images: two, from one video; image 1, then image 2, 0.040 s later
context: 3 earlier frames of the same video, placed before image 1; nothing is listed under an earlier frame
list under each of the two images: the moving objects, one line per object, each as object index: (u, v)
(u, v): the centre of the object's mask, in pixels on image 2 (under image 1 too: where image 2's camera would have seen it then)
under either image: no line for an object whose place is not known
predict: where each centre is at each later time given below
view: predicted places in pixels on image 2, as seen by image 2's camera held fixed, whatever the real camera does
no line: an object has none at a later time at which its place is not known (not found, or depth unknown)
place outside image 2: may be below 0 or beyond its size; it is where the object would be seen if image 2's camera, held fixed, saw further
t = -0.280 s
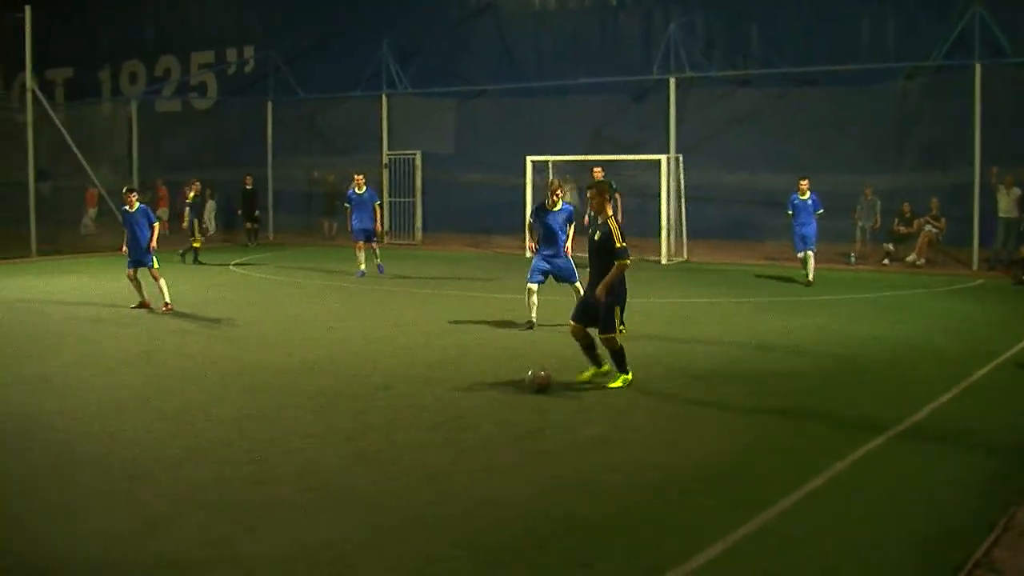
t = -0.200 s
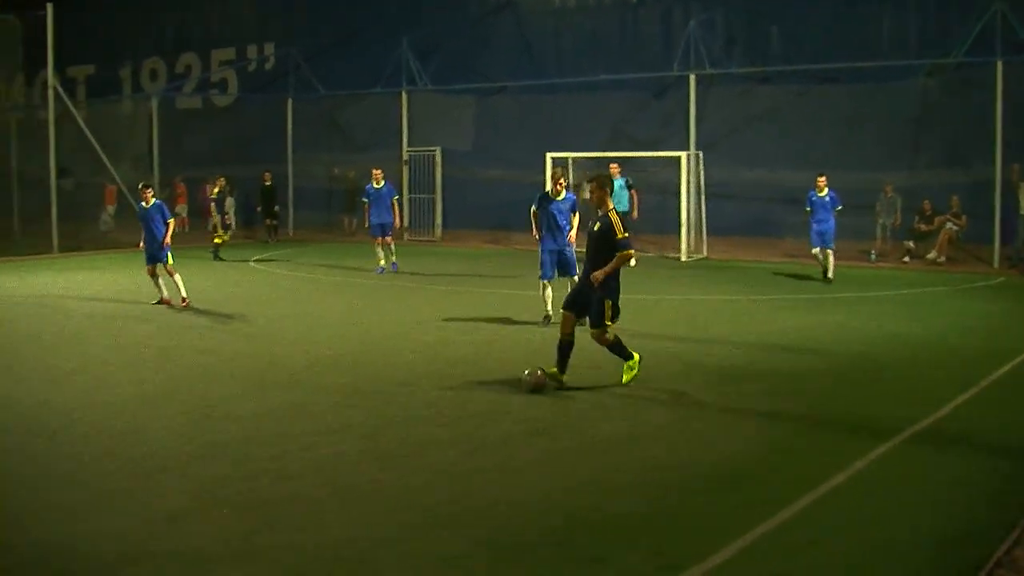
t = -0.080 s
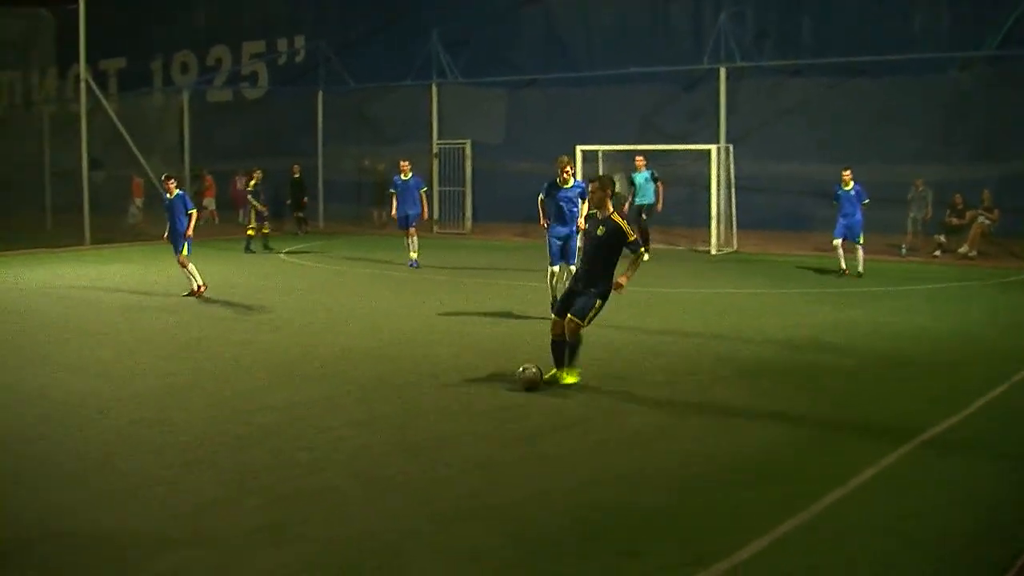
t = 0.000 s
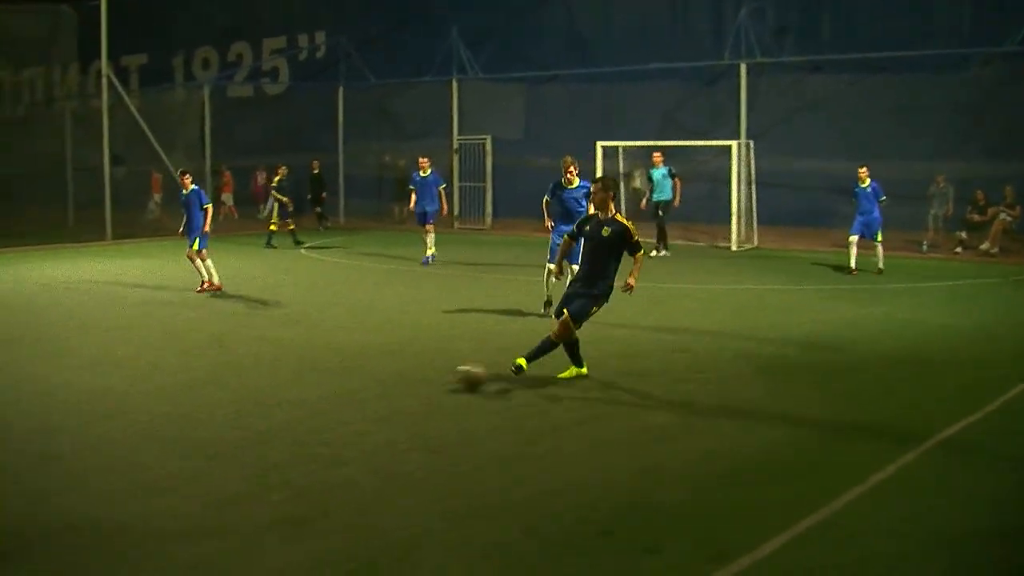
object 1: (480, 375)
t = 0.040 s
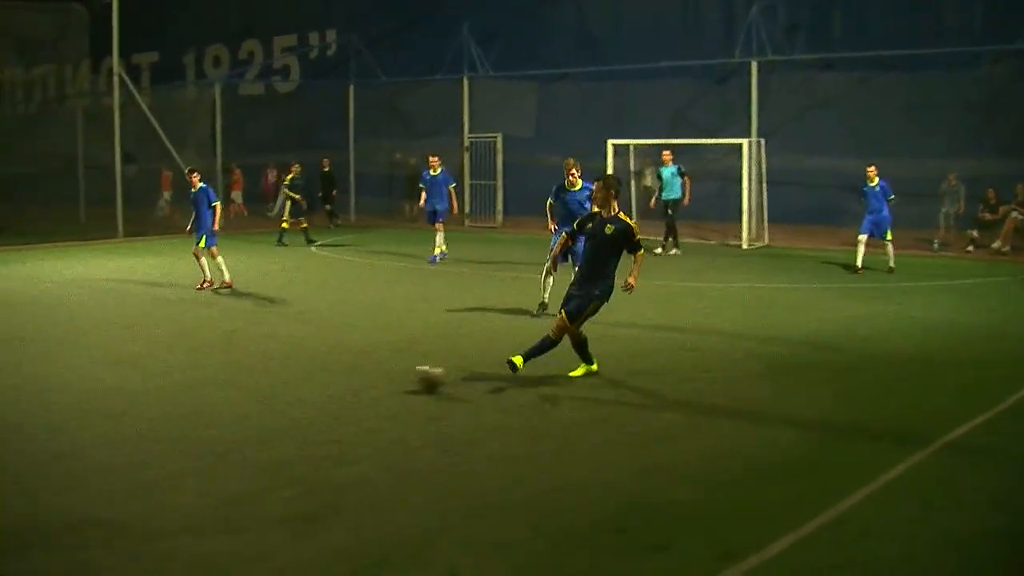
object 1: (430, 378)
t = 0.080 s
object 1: (377, 382)
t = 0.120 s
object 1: (328, 385)
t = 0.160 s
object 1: (279, 386)
